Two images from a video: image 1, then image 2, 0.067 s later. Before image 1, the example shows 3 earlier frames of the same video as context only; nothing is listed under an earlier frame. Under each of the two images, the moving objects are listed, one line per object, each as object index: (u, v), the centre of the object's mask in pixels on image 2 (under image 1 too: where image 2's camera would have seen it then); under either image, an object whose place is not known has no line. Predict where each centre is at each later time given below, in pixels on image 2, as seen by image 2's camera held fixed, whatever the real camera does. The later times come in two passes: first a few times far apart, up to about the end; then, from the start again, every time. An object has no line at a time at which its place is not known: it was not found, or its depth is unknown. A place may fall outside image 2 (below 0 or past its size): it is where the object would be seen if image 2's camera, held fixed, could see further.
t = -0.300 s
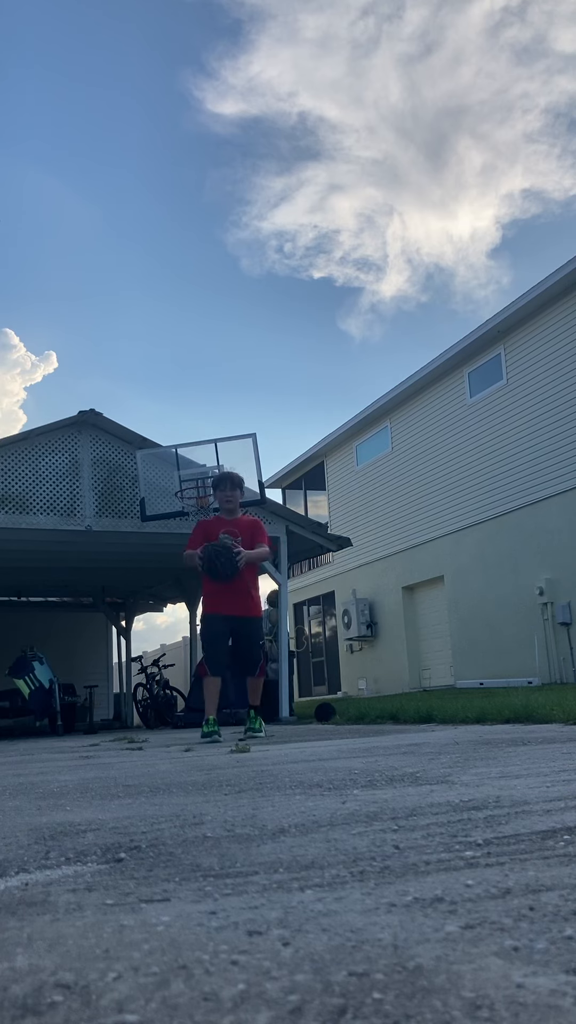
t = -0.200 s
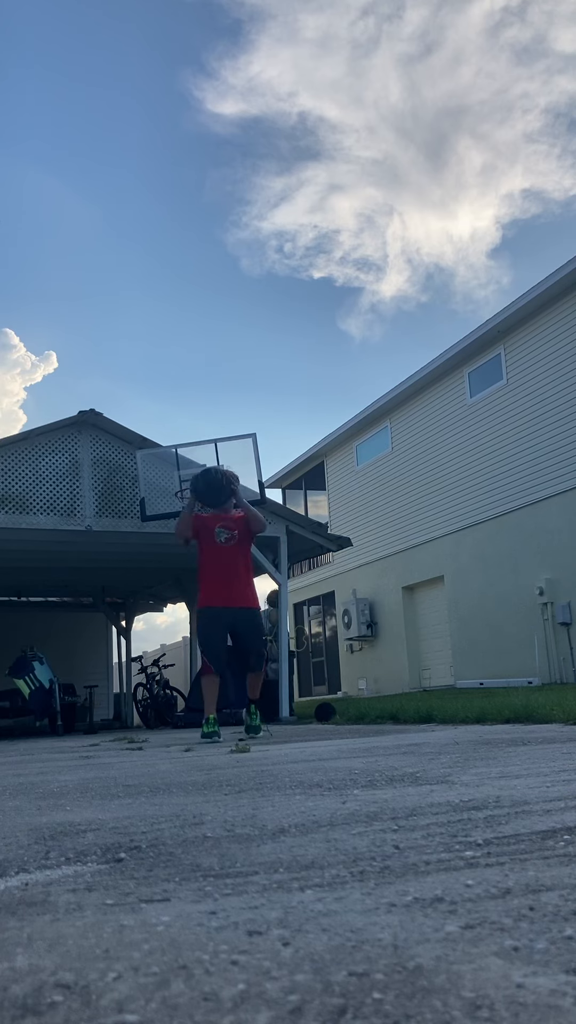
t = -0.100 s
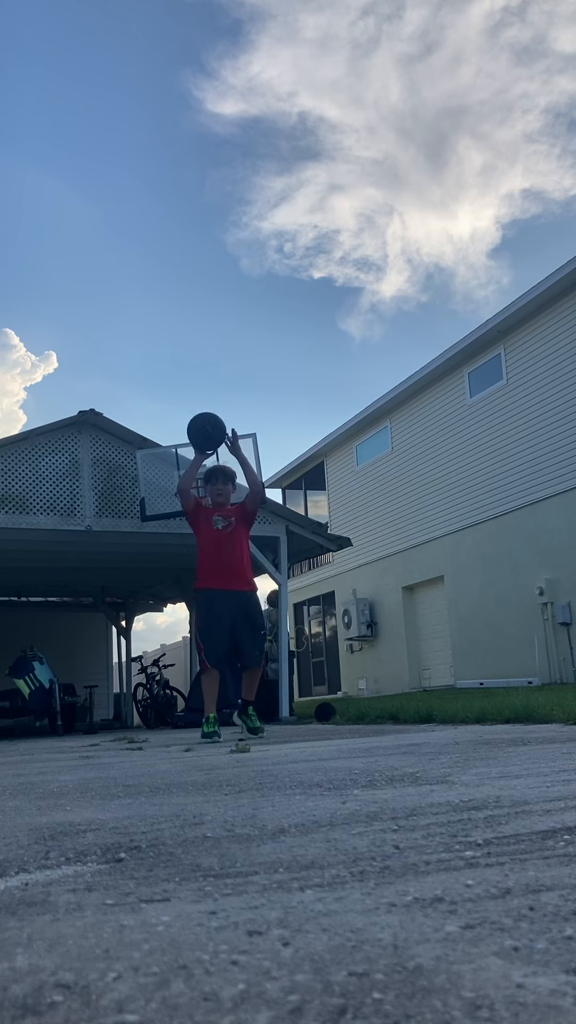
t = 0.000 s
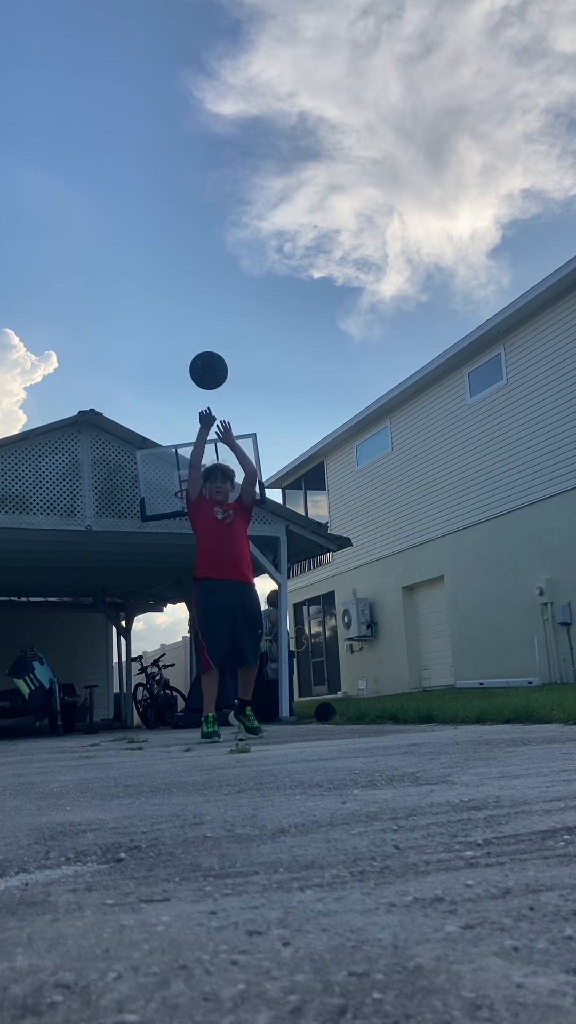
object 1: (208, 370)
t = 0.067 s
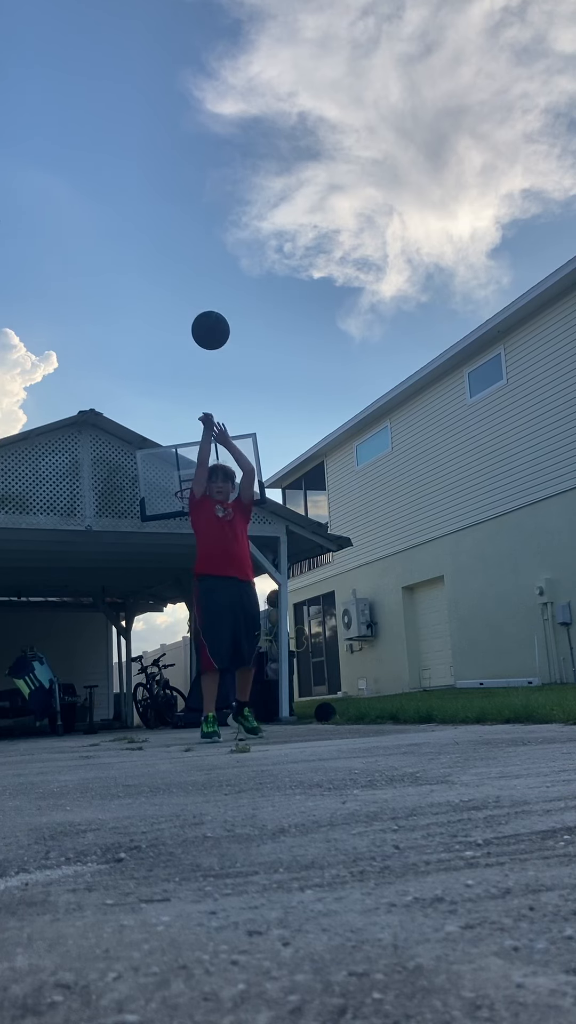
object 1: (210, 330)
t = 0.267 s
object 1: (219, 253)
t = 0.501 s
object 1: (232, 238)
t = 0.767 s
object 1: (252, 321)
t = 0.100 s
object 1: (212, 313)
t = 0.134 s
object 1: (213, 298)
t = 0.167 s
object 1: (214, 284)
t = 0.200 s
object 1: (216, 272)
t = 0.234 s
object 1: (217, 261)
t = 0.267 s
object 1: (219, 253)
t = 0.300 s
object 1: (220, 246)
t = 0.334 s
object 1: (222, 240)
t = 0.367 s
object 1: (224, 237)
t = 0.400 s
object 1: (226, 235)
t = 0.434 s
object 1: (228, 234)
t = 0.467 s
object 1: (230, 235)
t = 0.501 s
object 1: (232, 238)
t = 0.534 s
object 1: (234, 243)
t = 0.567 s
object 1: (236, 249)
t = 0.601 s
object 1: (239, 257)
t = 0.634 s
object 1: (241, 266)
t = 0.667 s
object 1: (244, 277)
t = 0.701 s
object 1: (246, 290)
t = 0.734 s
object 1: (249, 305)
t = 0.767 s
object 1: (252, 321)
